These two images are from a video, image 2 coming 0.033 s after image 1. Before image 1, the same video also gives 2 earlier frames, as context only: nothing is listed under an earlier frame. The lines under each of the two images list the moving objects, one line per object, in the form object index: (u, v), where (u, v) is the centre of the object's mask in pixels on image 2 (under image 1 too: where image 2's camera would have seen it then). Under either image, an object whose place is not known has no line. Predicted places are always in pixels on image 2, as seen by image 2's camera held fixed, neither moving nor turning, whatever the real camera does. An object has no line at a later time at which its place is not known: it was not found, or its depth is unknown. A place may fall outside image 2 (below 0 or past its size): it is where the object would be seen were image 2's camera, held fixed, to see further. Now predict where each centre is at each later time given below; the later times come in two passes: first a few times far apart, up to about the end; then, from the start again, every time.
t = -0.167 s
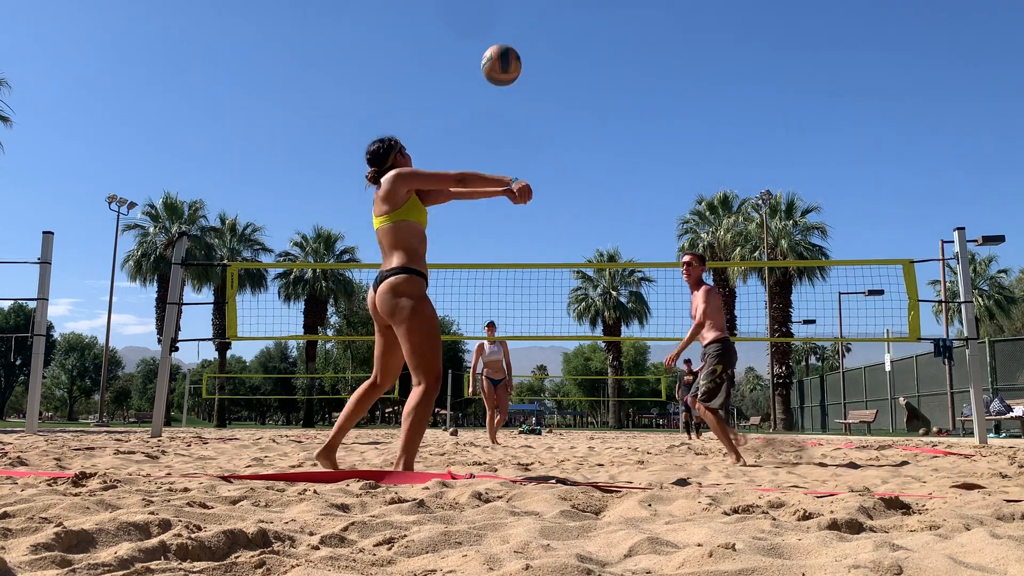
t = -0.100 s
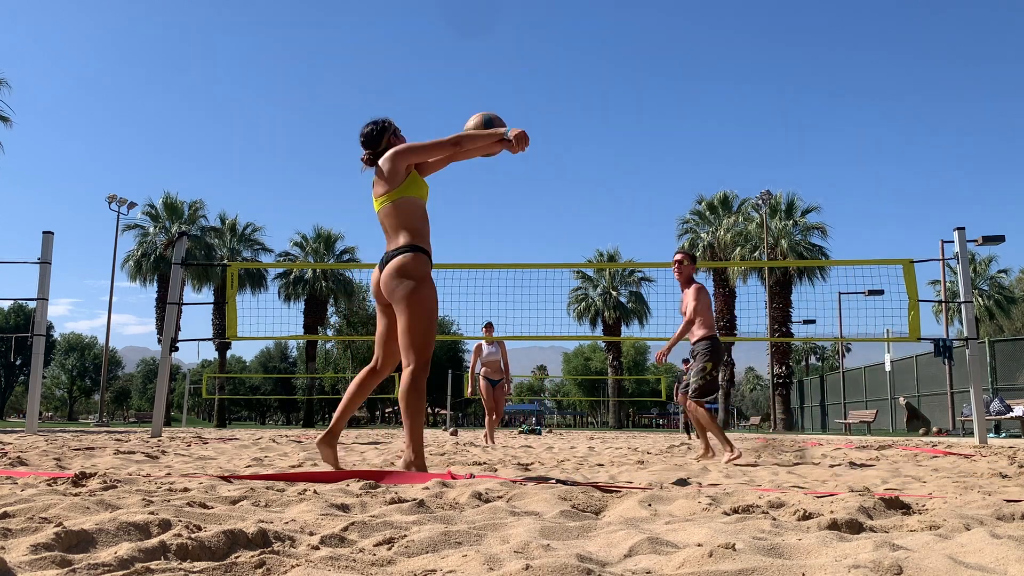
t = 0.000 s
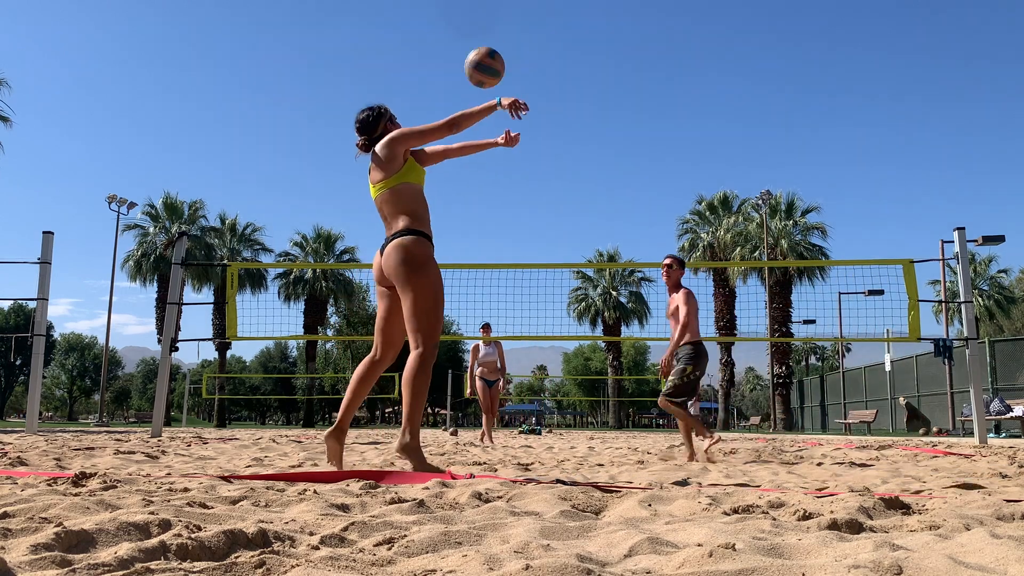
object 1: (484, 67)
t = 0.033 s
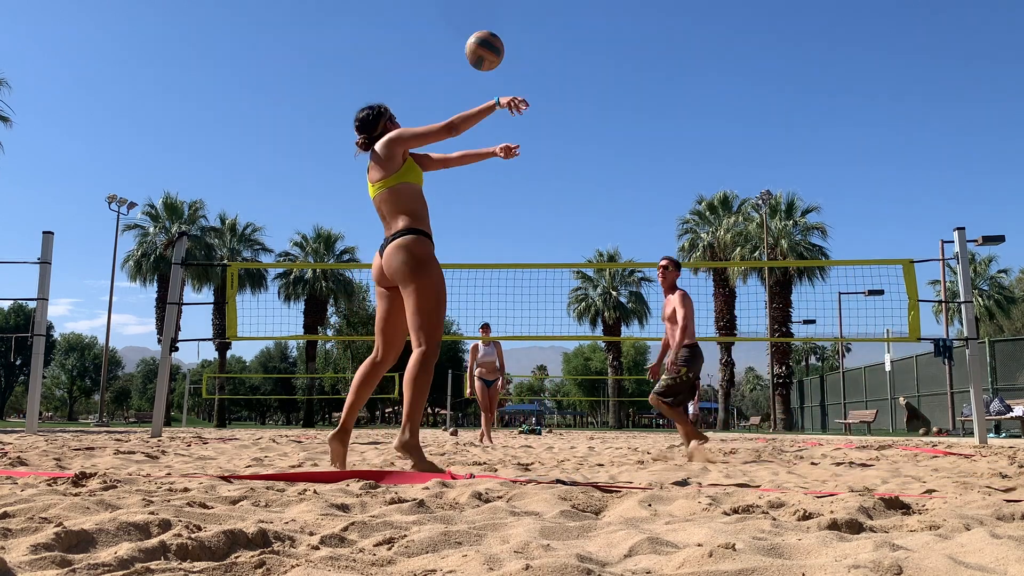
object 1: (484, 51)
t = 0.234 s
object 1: (485, 8)
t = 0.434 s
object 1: (484, 15)
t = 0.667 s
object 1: (482, 81)
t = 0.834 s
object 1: (482, 154)
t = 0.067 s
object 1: (485, 37)
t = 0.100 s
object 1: (485, 25)
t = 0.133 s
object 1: (485, 17)
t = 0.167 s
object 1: (485, 12)
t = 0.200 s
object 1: (485, 10)
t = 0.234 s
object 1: (485, 8)
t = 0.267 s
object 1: (485, 7)
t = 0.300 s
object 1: (485, 7)
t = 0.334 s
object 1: (484, 8)
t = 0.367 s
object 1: (484, 9)
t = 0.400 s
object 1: (484, 11)
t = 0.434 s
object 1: (484, 15)
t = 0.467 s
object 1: (484, 21)
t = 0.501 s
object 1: (483, 29)
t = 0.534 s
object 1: (483, 38)
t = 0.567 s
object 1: (483, 47)
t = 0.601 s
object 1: (483, 58)
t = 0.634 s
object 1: (483, 69)
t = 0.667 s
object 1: (482, 81)
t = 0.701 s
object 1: (482, 95)
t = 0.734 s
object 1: (482, 108)
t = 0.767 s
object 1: (482, 123)
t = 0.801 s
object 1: (482, 139)
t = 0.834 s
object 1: (482, 154)
